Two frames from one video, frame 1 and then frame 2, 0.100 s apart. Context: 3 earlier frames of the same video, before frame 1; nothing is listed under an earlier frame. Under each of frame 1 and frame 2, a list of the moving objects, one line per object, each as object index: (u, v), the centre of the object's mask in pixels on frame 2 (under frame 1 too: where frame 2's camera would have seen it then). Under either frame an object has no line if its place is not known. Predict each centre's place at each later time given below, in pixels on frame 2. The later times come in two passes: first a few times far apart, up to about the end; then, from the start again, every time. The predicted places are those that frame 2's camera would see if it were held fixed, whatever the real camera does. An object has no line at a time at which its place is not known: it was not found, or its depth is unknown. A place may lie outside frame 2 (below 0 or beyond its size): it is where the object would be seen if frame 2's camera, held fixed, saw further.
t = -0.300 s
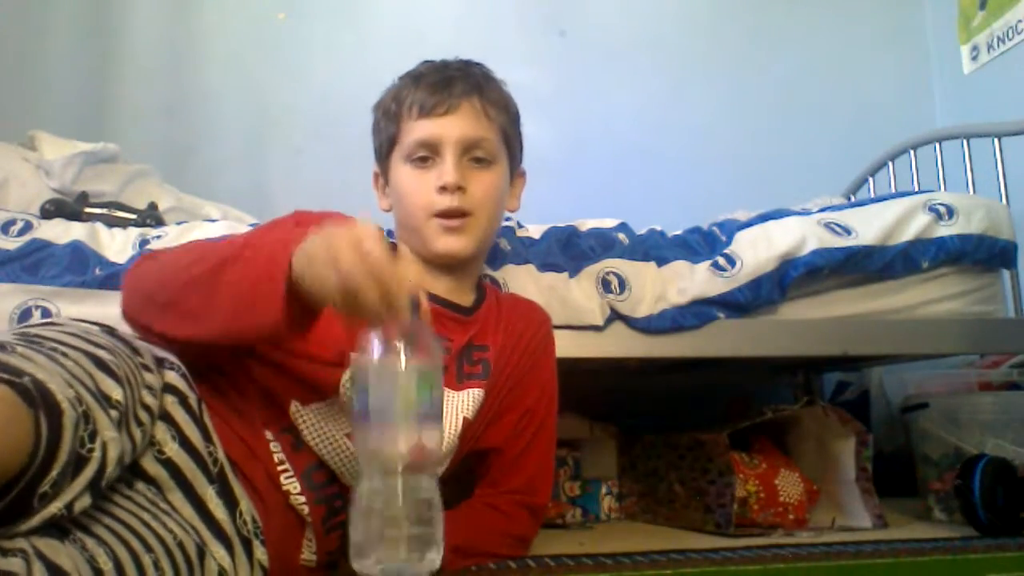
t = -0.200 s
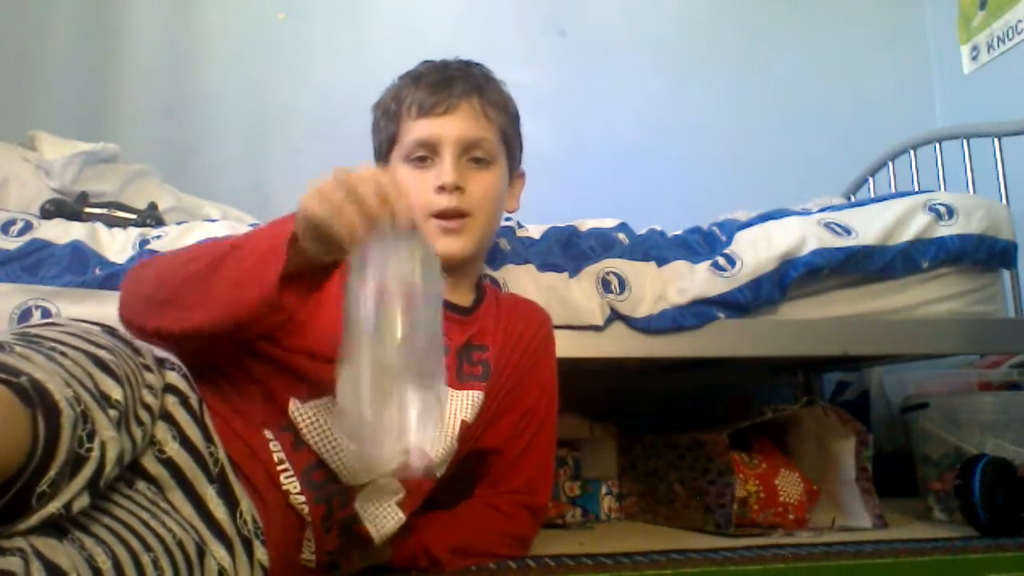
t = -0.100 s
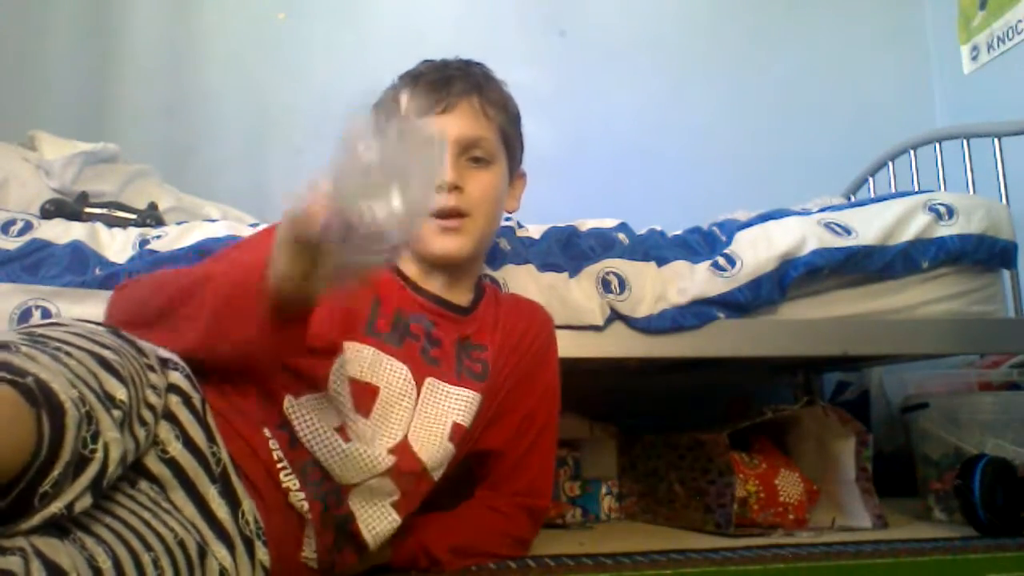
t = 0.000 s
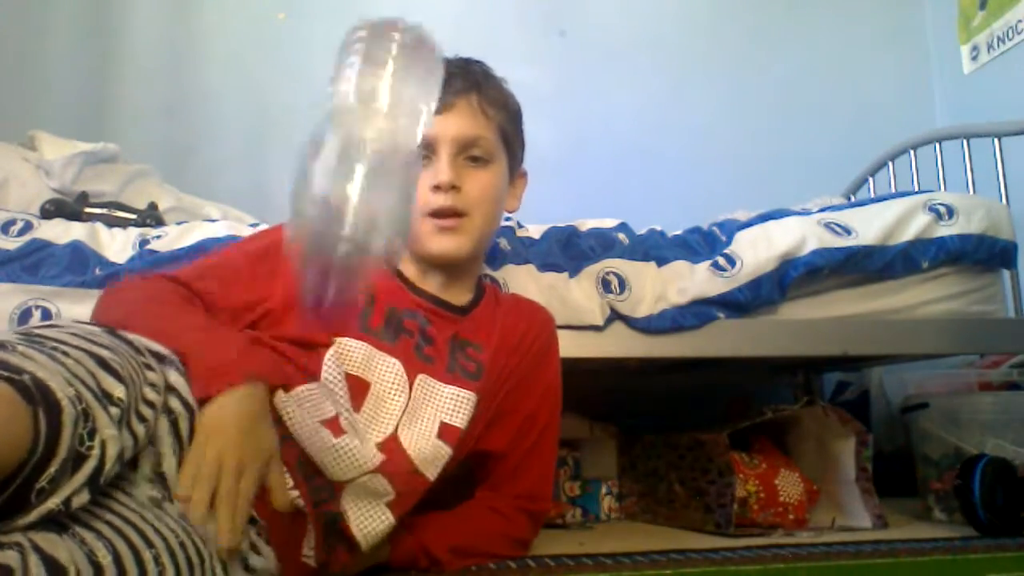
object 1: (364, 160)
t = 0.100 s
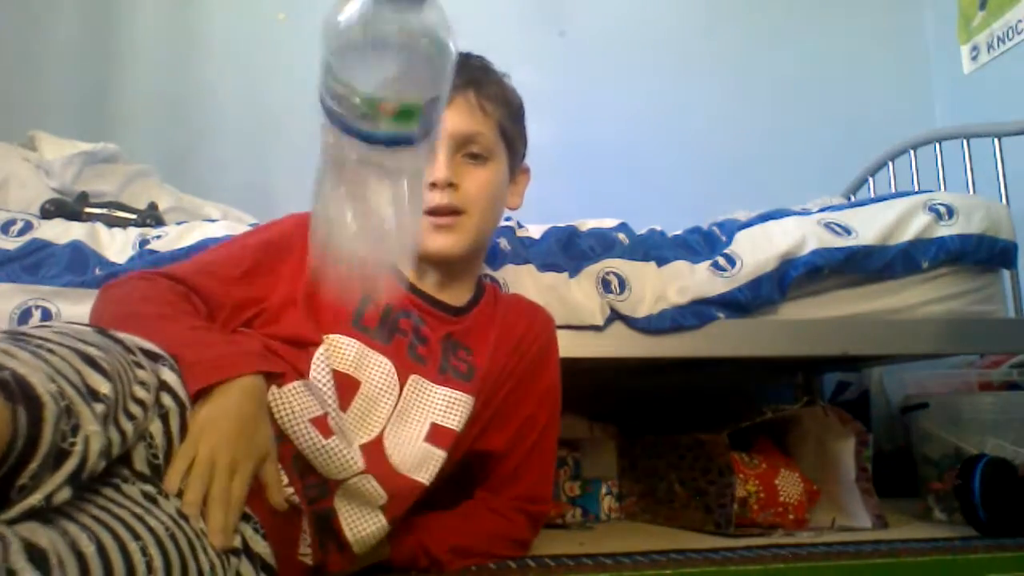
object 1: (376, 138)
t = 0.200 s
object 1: (370, 415)
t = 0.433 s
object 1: (339, 472)
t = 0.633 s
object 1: (343, 471)
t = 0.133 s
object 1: (378, 182)
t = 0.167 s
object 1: (370, 318)
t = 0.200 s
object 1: (370, 415)
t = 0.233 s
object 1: (366, 476)
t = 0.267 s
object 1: (346, 476)
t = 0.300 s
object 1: (336, 472)
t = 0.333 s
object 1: (331, 472)
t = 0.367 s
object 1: (330, 472)
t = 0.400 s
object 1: (331, 471)
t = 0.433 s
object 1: (339, 472)
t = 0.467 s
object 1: (344, 471)
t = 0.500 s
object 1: (344, 470)
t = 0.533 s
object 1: (344, 471)
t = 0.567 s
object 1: (344, 470)
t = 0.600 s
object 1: (343, 471)
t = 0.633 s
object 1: (343, 471)
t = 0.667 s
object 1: (343, 471)
